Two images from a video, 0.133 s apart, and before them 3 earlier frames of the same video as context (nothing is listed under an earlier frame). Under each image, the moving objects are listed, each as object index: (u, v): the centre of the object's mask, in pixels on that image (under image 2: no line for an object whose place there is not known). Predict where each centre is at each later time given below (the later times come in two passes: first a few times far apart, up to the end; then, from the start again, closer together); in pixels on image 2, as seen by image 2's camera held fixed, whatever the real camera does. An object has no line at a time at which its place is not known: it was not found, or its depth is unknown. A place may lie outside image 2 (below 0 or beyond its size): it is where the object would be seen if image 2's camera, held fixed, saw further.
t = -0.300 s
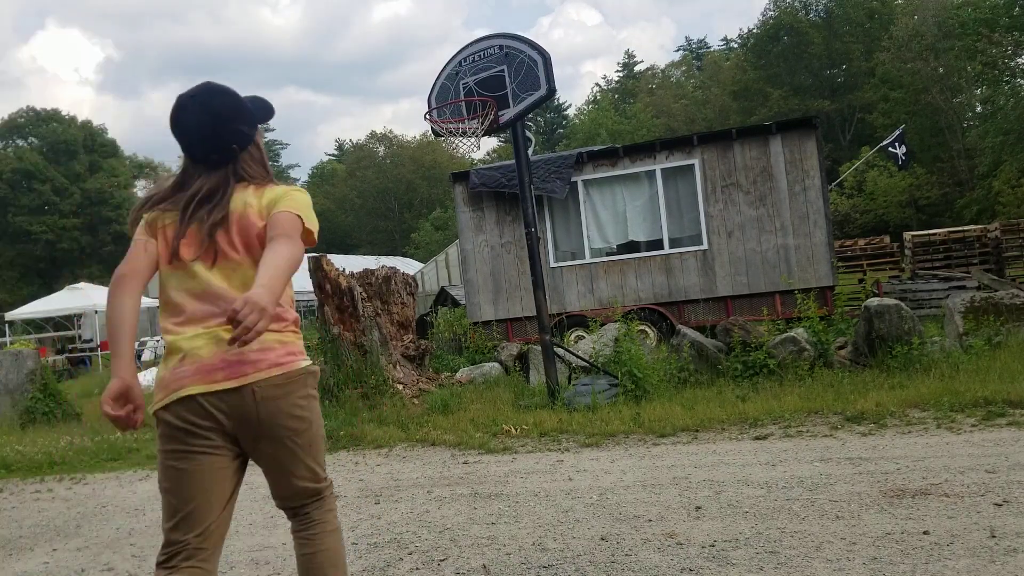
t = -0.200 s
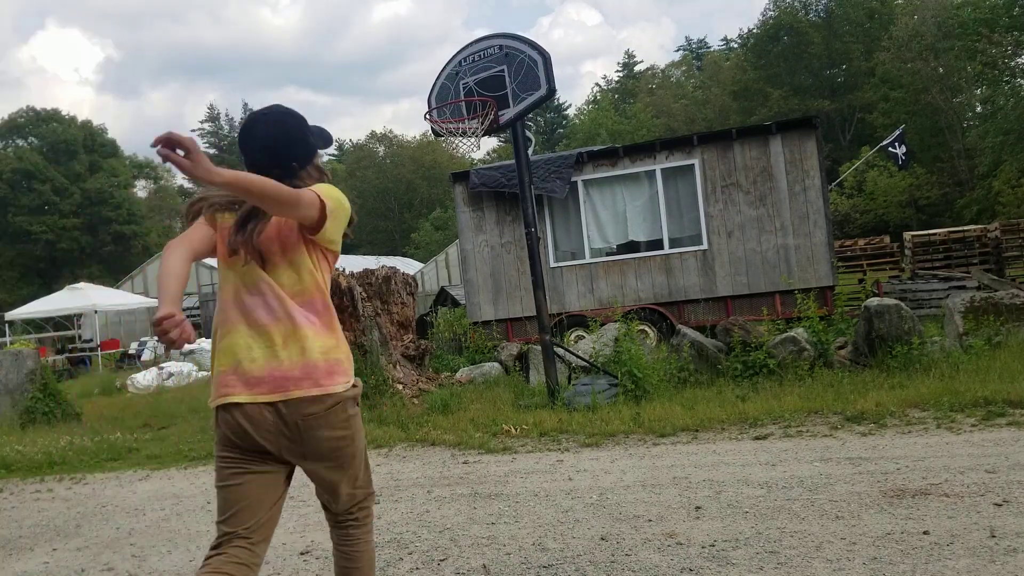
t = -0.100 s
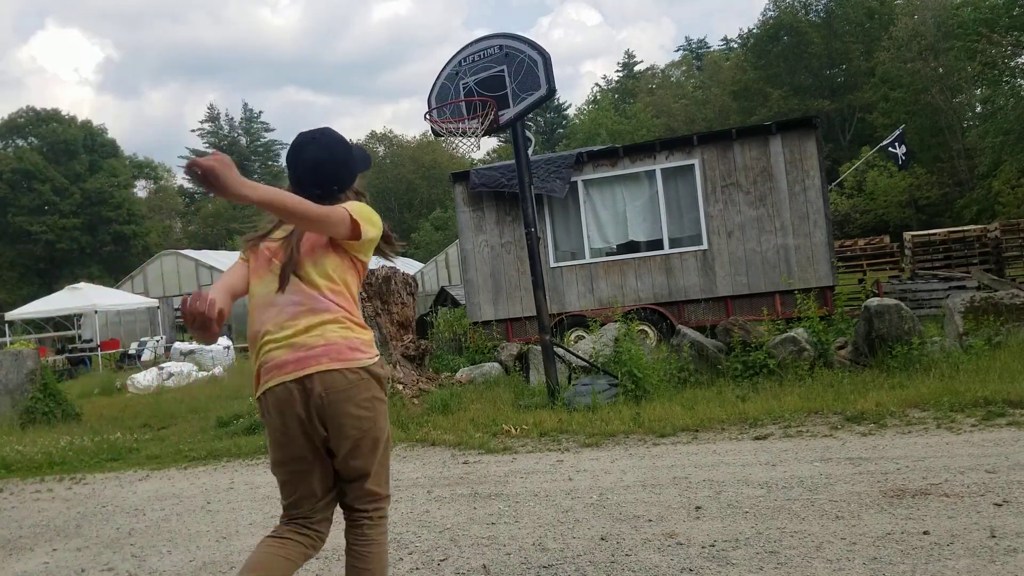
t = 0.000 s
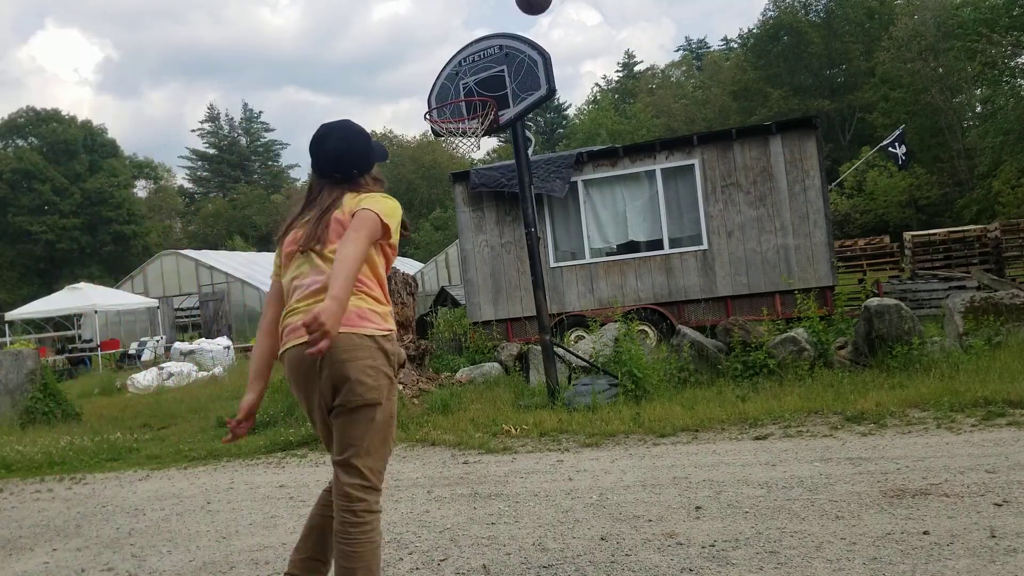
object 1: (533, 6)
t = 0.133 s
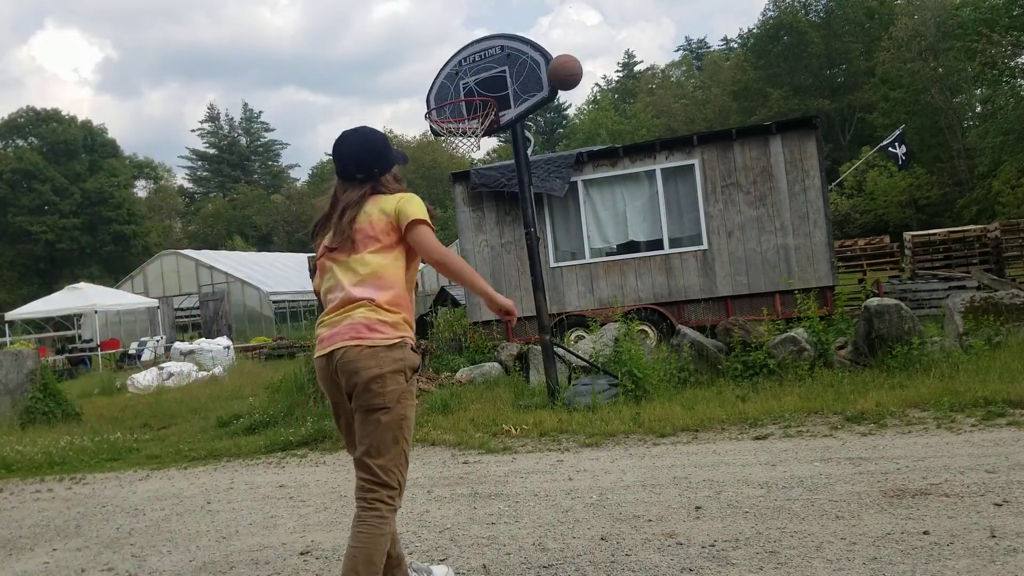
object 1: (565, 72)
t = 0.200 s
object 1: (588, 95)
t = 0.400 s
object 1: (660, 203)
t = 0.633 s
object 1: (753, 387)
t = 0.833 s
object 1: (773, 273)
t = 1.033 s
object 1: (800, 210)
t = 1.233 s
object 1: (839, 208)
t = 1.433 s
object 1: (885, 275)
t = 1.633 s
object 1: (938, 369)
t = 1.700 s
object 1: (950, 338)
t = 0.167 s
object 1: (576, 83)
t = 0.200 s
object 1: (588, 95)
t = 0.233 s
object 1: (599, 109)
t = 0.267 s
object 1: (611, 124)
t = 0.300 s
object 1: (623, 141)
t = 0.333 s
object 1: (635, 160)
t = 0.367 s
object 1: (648, 180)
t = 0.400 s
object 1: (660, 203)
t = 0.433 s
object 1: (673, 226)
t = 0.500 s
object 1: (701, 280)
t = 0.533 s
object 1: (715, 311)
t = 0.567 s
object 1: (729, 343)
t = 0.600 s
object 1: (744, 378)
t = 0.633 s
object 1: (753, 387)
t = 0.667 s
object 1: (756, 366)
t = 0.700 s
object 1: (759, 345)
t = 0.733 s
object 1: (761, 325)
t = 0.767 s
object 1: (765, 306)
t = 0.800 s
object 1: (769, 289)
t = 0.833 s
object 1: (773, 273)
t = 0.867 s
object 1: (776, 259)
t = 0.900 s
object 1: (781, 246)
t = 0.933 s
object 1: (785, 235)
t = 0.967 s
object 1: (790, 225)
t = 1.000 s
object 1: (795, 217)
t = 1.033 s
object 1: (800, 210)
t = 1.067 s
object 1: (807, 205)
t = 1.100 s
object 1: (812, 203)
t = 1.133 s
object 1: (819, 201)
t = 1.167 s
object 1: (825, 202)
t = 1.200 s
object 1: (832, 204)
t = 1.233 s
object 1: (839, 208)
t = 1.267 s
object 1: (846, 214)
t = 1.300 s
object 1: (853, 222)
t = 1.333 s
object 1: (862, 232)
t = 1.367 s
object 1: (869, 244)
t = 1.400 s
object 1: (877, 258)
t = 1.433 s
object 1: (885, 275)
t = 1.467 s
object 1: (894, 292)
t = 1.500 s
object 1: (903, 313)
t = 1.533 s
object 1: (913, 335)
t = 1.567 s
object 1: (923, 359)
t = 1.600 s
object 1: (932, 382)
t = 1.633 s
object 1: (938, 369)
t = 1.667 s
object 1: (944, 352)
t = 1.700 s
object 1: (950, 338)
